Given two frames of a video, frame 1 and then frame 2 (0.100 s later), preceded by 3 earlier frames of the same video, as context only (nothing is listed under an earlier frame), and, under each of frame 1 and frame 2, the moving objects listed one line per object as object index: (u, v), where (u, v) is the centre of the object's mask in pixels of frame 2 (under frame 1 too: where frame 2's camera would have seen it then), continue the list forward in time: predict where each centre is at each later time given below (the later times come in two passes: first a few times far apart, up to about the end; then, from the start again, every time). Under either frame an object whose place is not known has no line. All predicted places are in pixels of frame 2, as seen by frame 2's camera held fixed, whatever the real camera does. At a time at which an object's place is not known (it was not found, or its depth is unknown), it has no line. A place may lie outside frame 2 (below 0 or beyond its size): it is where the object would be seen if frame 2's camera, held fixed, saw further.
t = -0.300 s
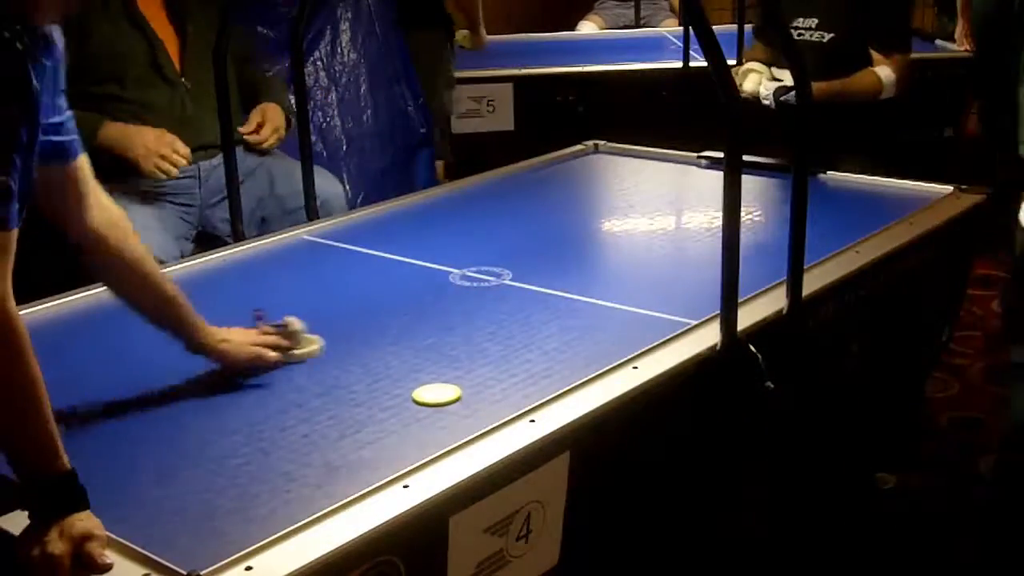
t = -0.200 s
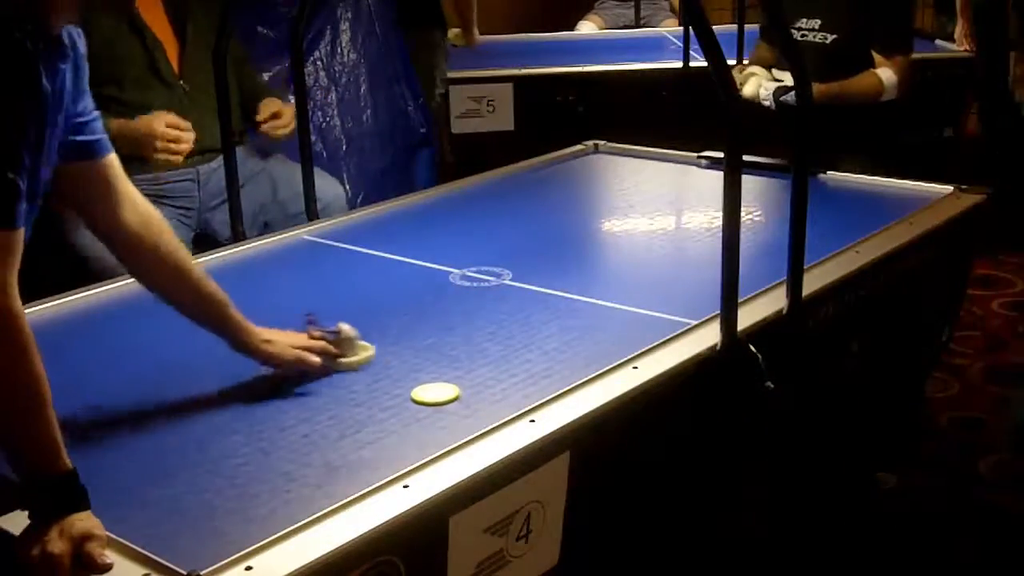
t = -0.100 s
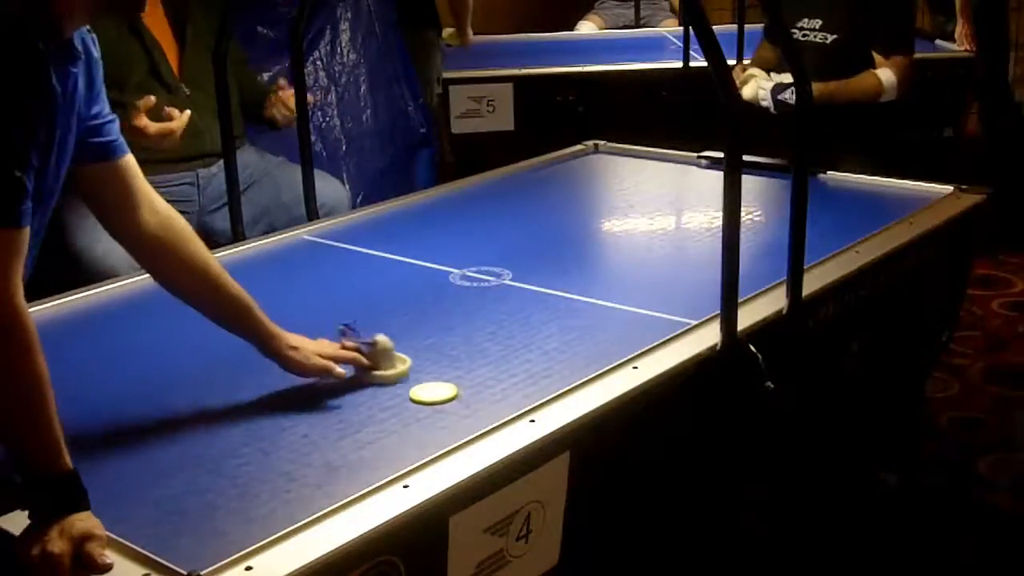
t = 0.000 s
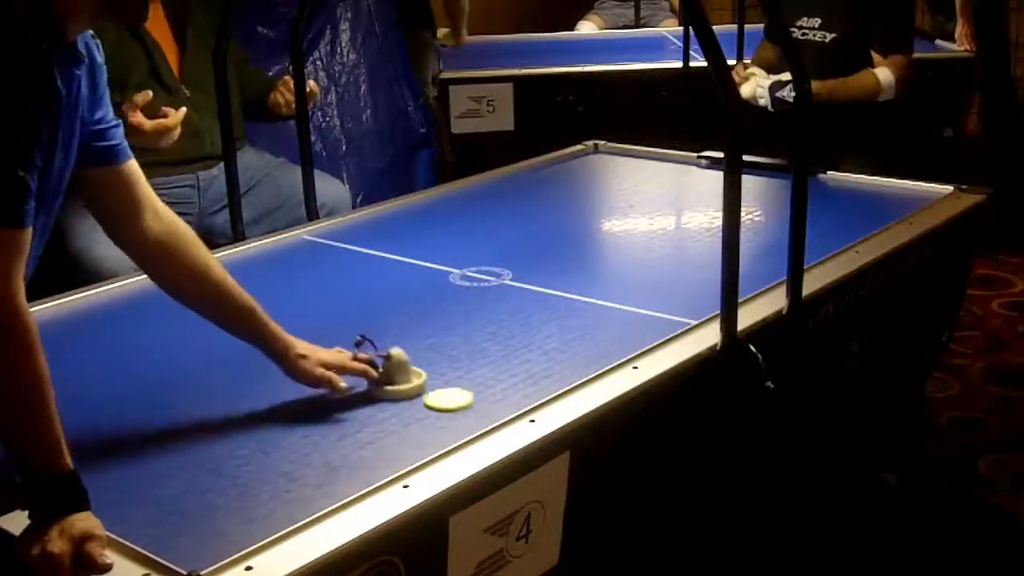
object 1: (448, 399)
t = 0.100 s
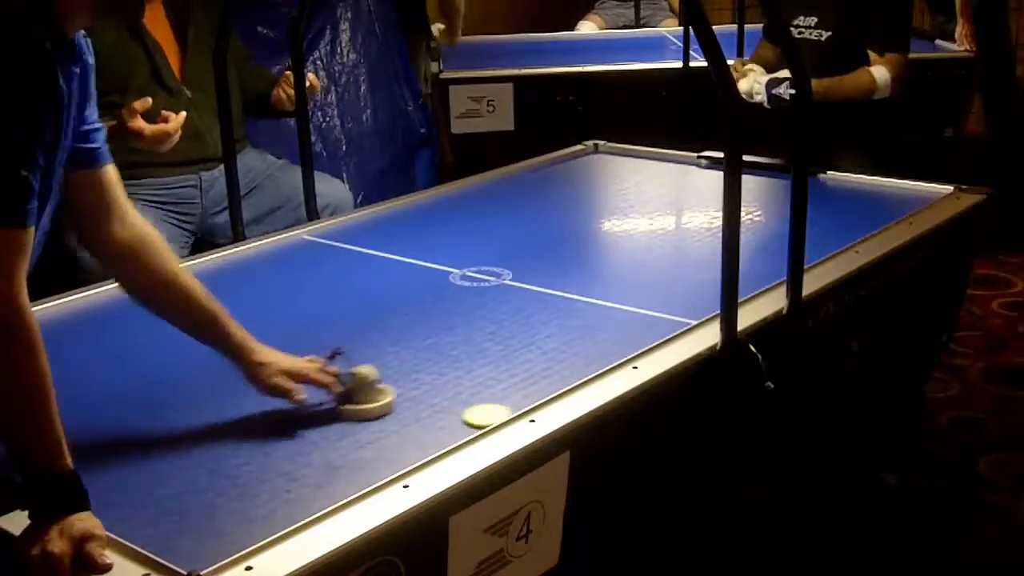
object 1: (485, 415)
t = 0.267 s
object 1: (416, 404)
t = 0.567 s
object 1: (280, 381)
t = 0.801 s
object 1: (183, 363)
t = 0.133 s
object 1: (480, 415)
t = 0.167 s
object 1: (463, 413)
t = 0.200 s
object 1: (447, 410)
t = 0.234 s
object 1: (432, 407)
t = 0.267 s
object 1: (416, 404)
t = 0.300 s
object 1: (400, 402)
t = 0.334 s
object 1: (384, 399)
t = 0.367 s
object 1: (369, 396)
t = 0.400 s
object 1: (354, 394)
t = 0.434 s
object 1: (339, 391)
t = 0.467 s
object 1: (323, 388)
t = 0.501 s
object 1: (309, 386)
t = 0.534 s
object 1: (294, 383)
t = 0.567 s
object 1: (280, 381)
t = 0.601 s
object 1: (265, 378)
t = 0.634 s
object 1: (251, 375)
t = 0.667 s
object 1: (238, 373)
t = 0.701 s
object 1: (224, 371)
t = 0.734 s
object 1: (210, 368)
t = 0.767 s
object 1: (196, 366)
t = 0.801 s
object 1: (183, 363)
